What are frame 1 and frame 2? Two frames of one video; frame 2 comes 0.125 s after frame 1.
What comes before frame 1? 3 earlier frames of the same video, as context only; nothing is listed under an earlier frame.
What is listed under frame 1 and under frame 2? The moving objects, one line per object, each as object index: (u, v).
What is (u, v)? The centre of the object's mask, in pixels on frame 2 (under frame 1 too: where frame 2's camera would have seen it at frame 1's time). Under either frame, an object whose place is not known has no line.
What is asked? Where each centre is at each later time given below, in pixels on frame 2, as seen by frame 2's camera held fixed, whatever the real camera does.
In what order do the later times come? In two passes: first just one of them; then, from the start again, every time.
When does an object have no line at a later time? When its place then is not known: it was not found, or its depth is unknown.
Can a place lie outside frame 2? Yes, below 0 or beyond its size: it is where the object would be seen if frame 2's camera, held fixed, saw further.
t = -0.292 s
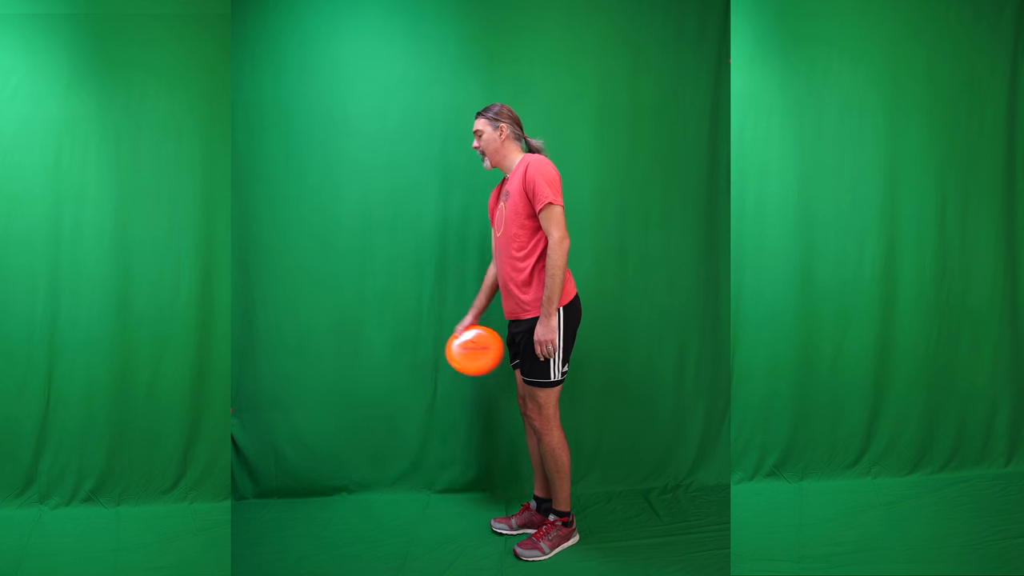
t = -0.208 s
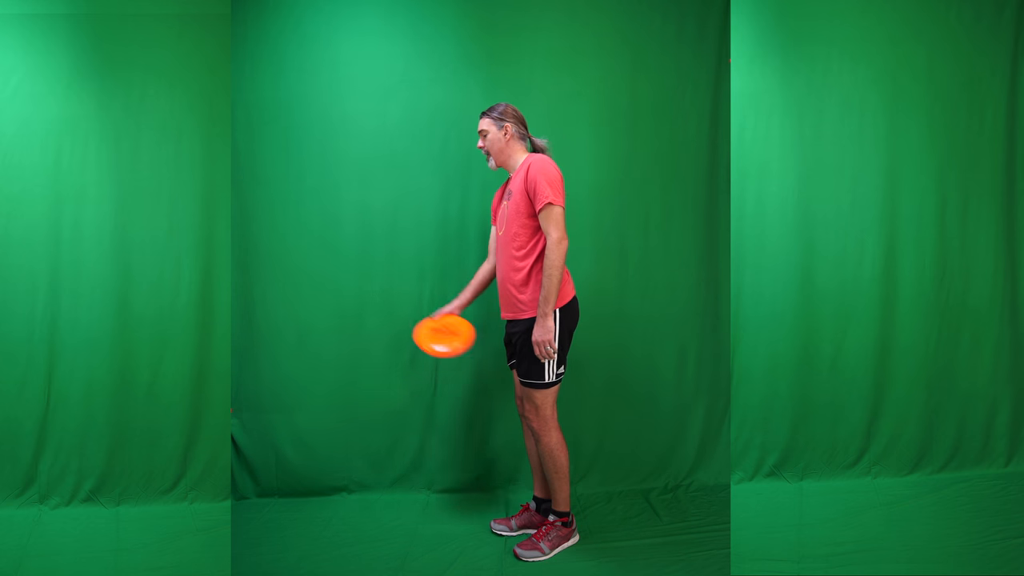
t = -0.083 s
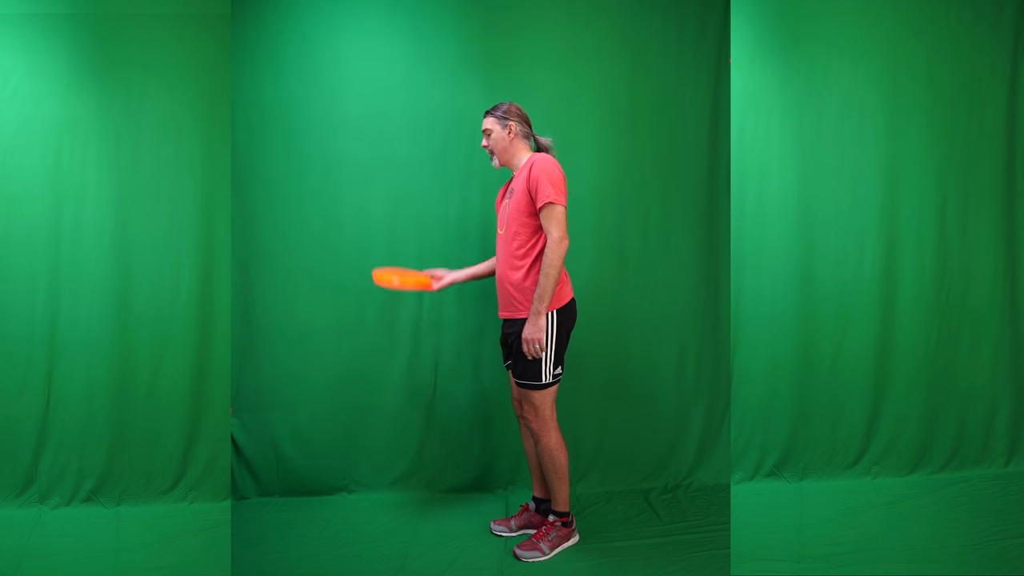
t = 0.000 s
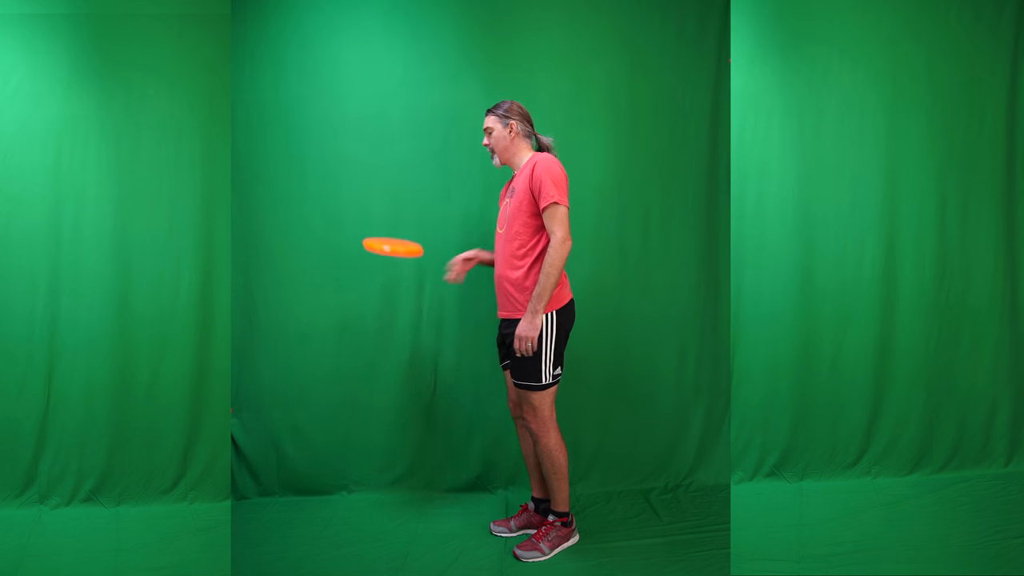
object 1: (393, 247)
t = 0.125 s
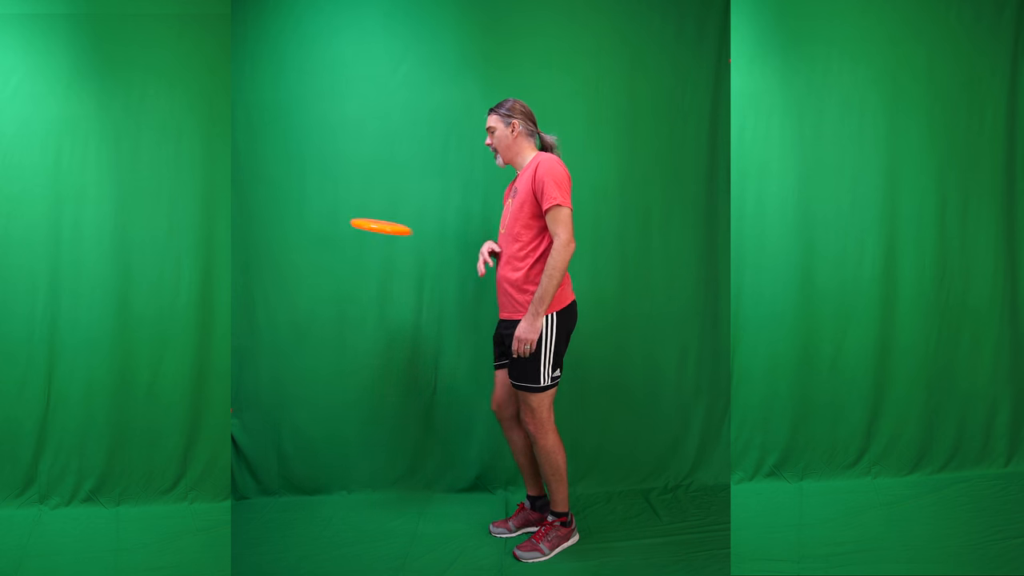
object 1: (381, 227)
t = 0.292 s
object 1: (365, 248)
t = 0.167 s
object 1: (377, 227)
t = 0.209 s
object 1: (373, 230)
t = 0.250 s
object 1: (370, 237)
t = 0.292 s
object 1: (365, 248)
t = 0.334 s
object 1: (362, 261)
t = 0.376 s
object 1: (359, 277)
